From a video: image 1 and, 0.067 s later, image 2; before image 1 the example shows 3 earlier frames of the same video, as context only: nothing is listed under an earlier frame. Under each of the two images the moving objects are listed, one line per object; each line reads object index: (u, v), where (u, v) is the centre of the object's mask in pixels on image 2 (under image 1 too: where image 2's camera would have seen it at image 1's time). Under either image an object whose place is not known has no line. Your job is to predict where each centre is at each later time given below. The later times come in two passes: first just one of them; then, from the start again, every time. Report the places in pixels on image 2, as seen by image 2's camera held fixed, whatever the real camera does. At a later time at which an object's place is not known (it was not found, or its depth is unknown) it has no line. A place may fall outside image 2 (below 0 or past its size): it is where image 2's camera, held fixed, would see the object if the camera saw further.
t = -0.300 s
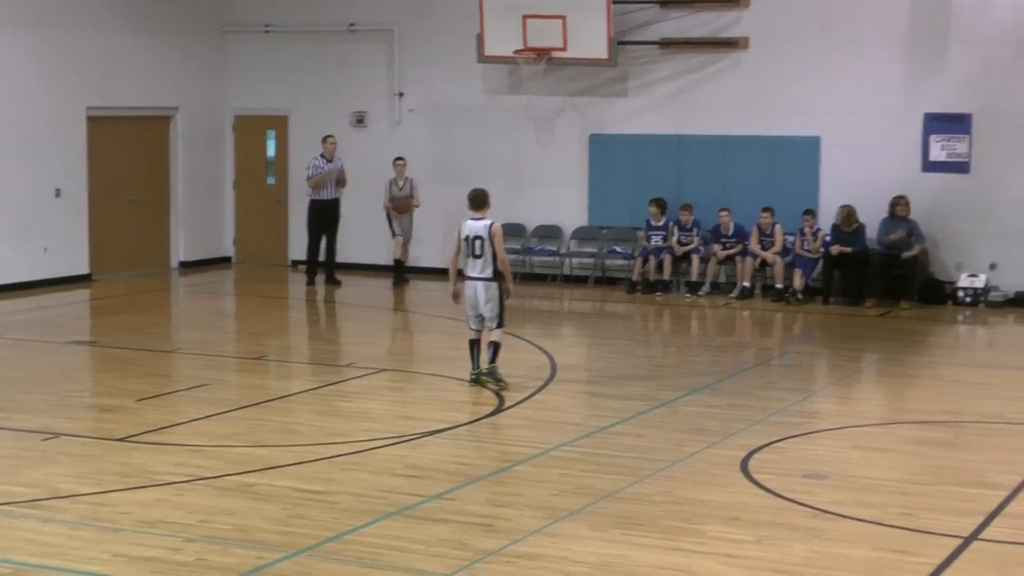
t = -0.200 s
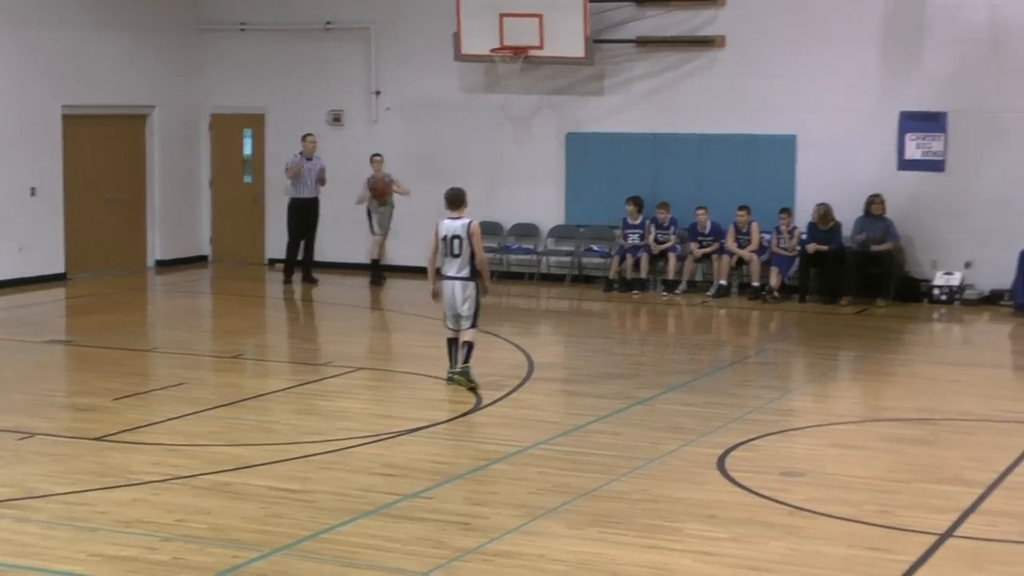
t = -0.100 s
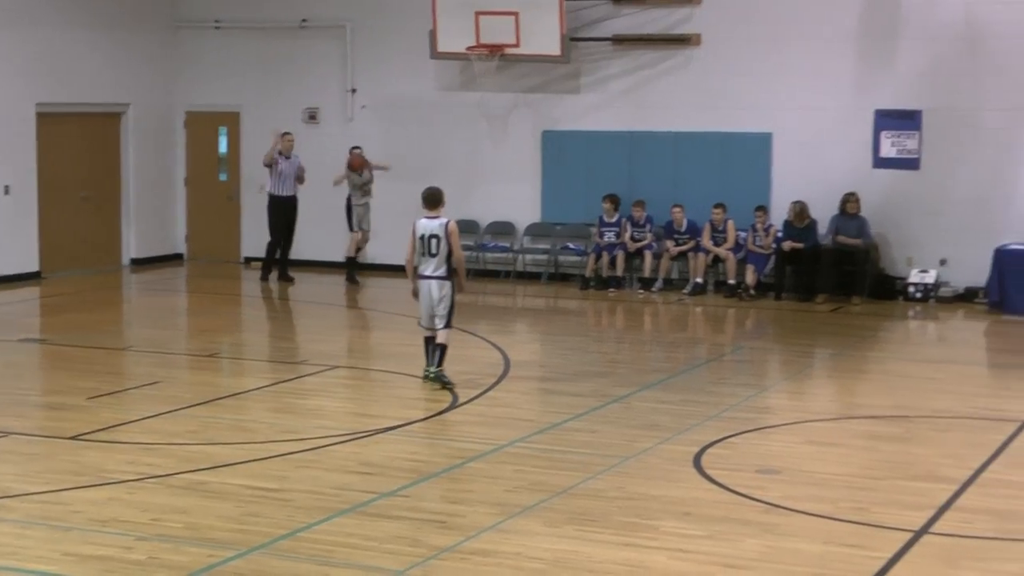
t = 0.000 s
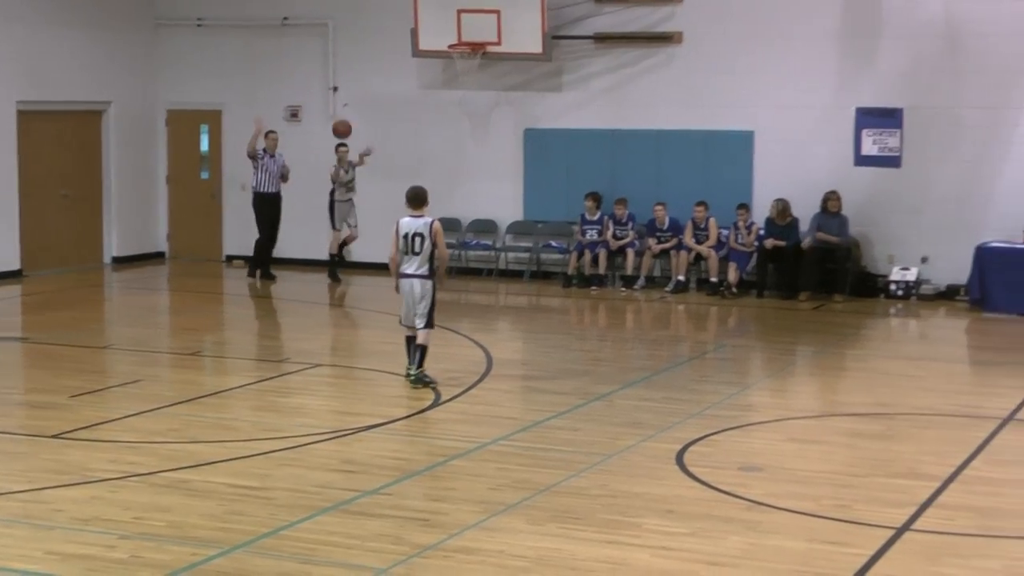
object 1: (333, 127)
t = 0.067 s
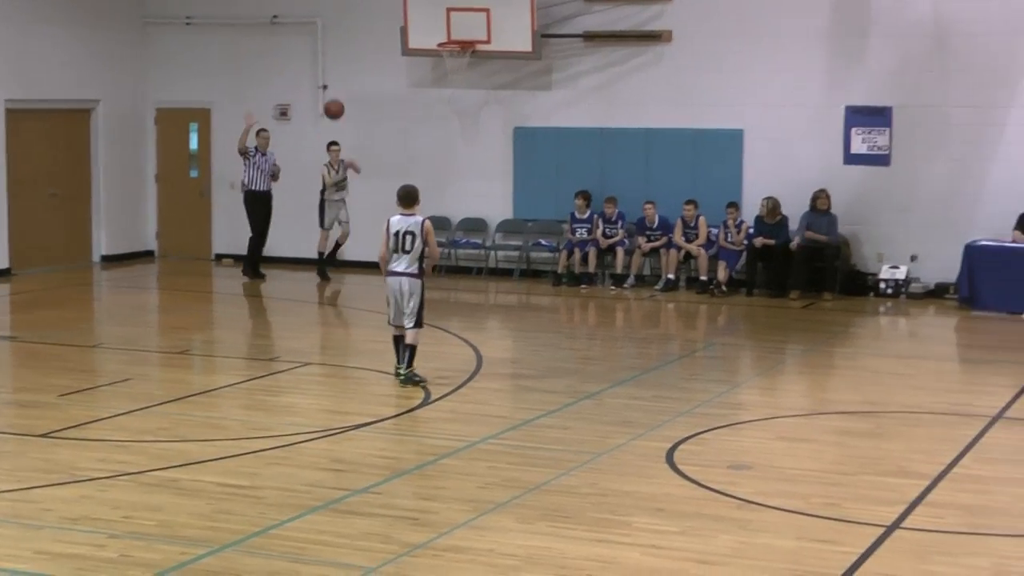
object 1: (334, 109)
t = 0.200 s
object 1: (336, 81)
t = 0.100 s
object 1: (335, 101)
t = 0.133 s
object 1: (336, 92)
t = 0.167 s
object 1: (336, 87)
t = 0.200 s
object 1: (336, 81)
